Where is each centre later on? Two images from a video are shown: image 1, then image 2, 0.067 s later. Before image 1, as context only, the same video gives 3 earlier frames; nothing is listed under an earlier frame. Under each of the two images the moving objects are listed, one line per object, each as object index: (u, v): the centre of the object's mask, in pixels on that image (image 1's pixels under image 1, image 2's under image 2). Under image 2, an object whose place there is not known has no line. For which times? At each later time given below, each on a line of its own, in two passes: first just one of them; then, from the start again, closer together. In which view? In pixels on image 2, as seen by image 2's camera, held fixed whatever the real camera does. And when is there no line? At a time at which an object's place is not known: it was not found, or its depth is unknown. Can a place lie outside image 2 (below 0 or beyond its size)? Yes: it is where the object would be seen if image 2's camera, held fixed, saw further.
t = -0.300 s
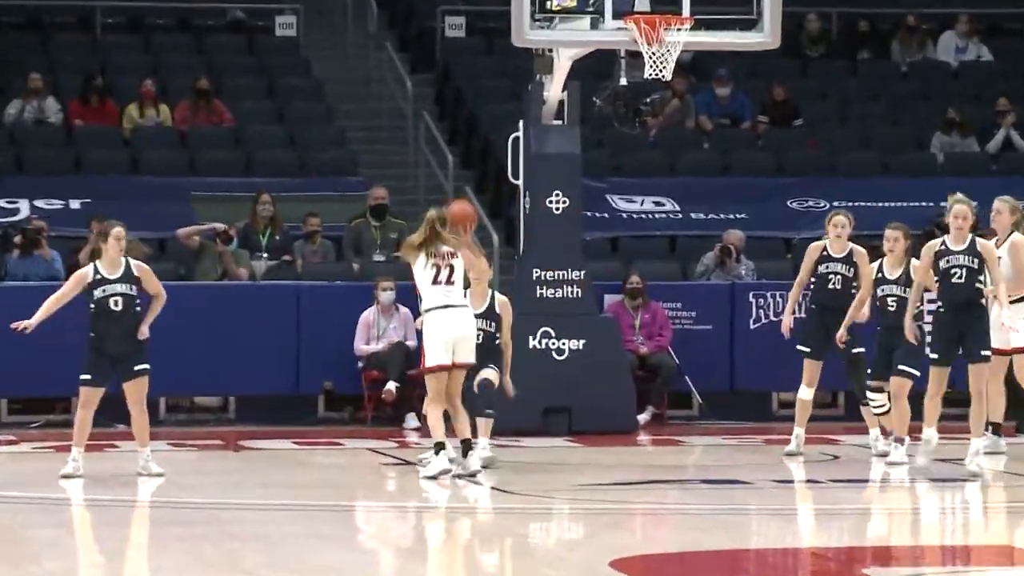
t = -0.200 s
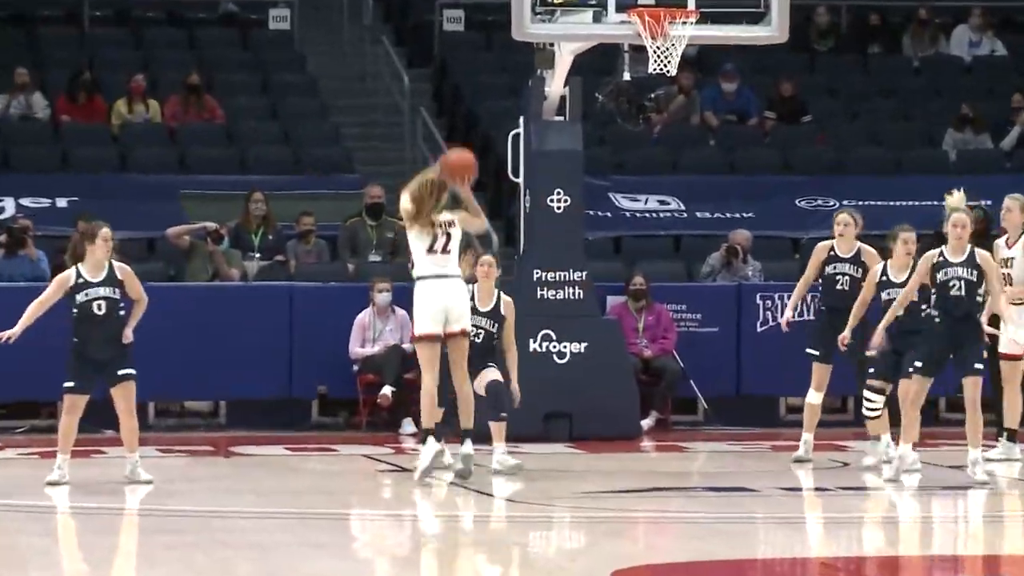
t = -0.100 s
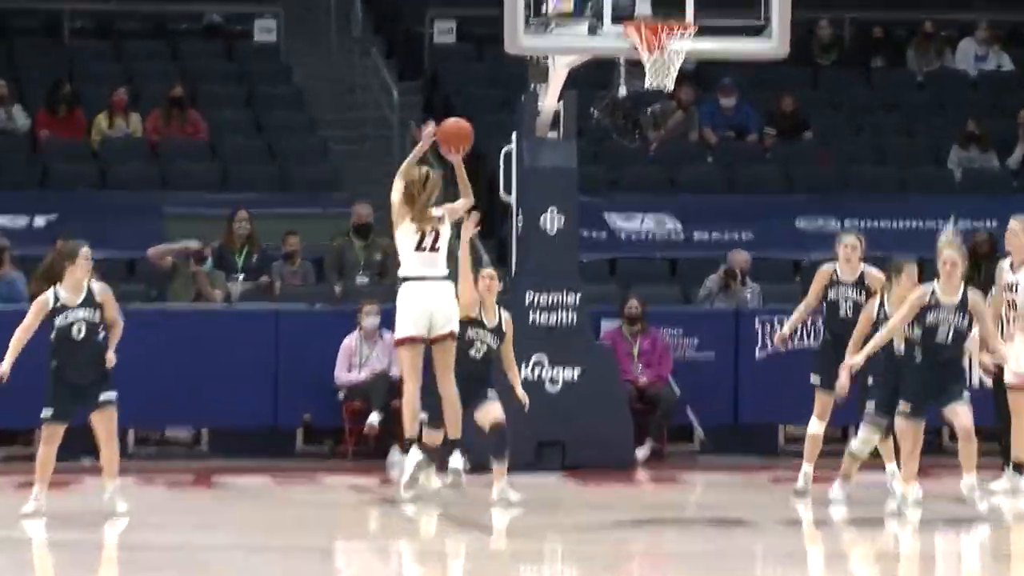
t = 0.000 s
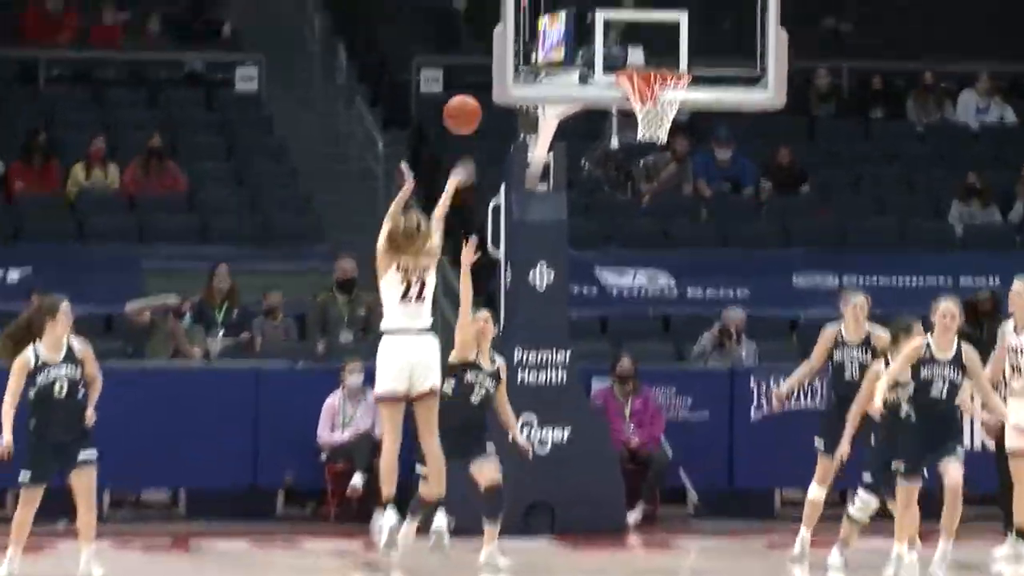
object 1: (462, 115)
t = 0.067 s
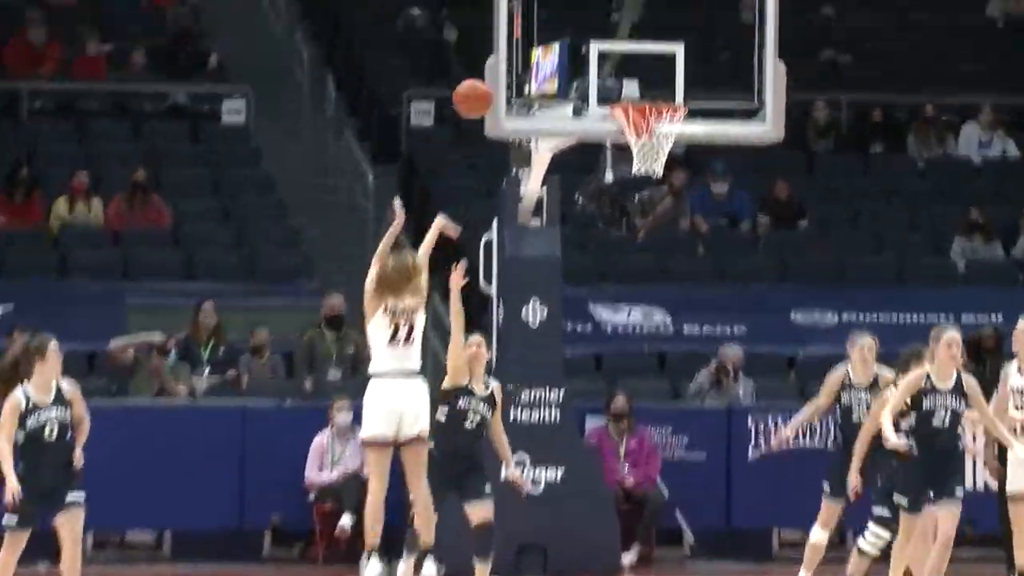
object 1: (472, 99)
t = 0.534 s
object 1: (593, -33)
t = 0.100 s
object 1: (481, 74)
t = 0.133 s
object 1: (490, 54)
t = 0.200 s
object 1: (508, 22)
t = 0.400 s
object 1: (559, -32)
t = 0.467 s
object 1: (577, -36)
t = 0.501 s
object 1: (585, -35)
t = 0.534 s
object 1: (593, -33)
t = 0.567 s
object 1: (601, -28)
